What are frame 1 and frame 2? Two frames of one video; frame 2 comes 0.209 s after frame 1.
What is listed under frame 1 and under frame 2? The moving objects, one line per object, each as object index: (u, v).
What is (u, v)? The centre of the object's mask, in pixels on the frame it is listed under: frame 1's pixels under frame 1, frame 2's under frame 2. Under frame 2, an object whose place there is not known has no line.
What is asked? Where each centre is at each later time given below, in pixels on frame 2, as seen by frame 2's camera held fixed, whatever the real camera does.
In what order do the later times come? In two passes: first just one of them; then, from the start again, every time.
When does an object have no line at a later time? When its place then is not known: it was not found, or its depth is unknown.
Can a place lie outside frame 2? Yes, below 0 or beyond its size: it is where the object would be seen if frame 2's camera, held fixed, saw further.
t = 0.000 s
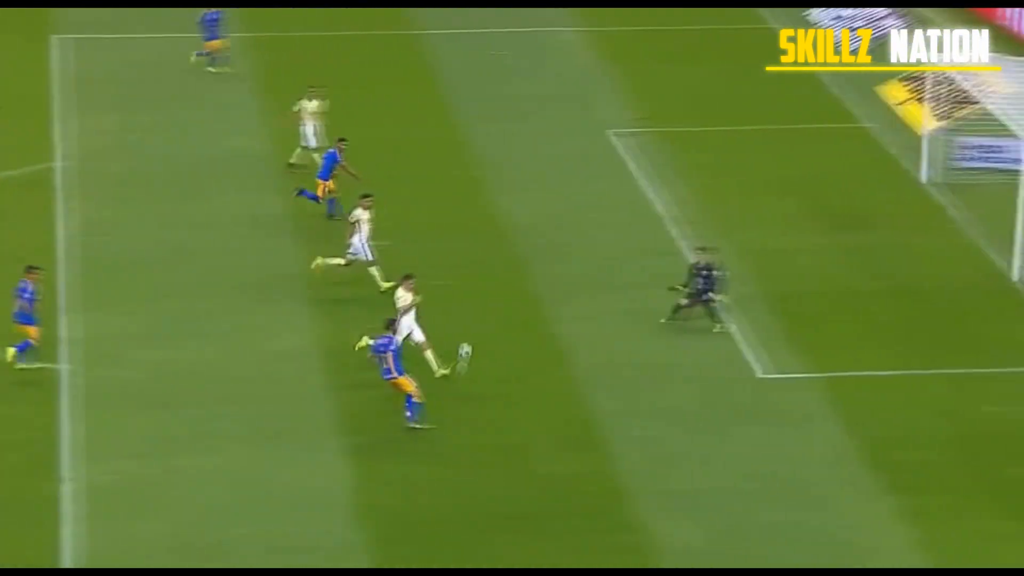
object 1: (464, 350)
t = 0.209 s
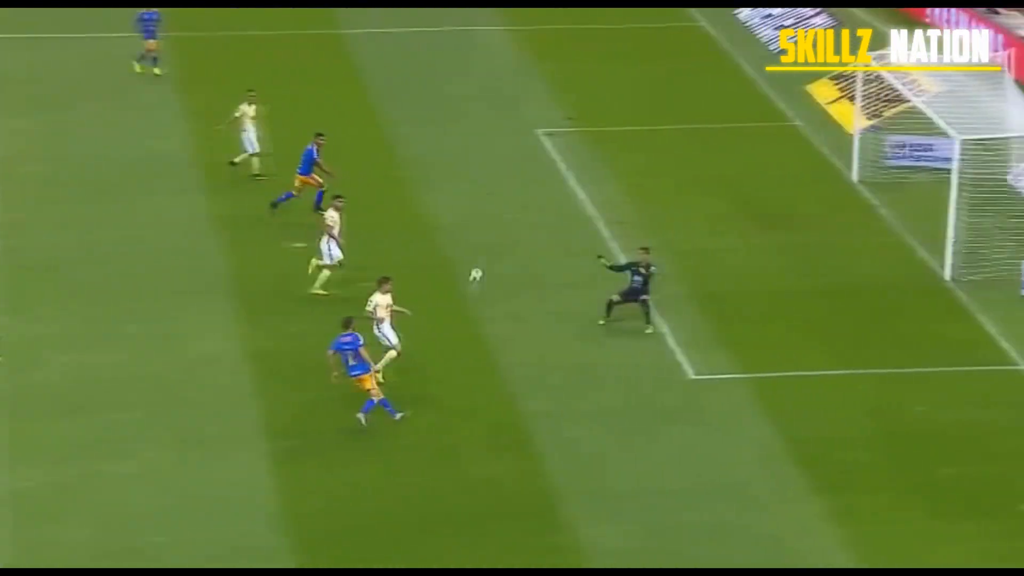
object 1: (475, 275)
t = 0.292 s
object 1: (503, 252)
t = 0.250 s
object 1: (489, 266)
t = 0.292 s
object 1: (503, 252)
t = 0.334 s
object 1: (523, 231)
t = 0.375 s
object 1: (537, 221)
